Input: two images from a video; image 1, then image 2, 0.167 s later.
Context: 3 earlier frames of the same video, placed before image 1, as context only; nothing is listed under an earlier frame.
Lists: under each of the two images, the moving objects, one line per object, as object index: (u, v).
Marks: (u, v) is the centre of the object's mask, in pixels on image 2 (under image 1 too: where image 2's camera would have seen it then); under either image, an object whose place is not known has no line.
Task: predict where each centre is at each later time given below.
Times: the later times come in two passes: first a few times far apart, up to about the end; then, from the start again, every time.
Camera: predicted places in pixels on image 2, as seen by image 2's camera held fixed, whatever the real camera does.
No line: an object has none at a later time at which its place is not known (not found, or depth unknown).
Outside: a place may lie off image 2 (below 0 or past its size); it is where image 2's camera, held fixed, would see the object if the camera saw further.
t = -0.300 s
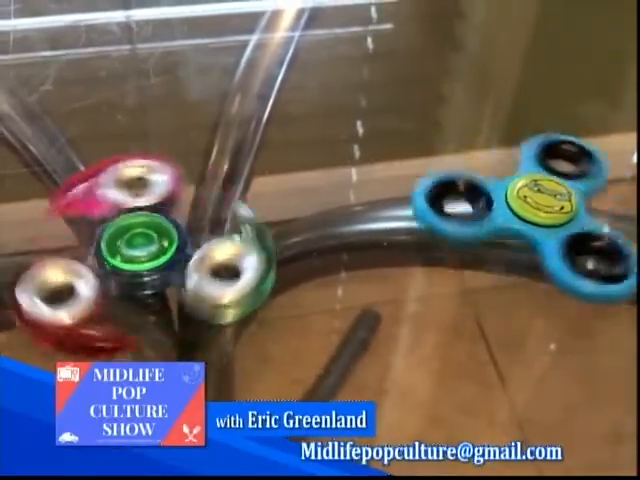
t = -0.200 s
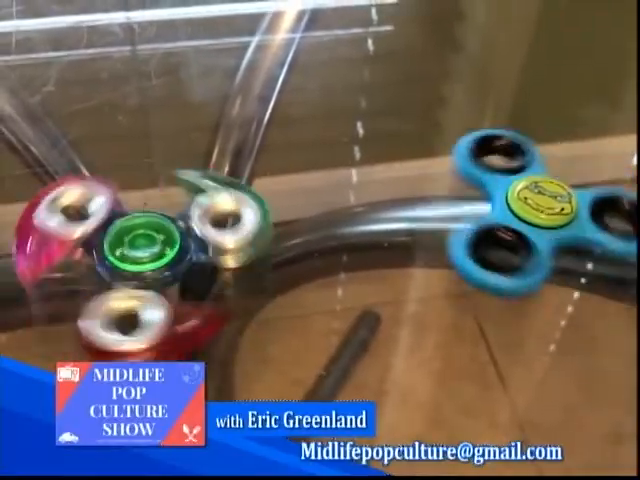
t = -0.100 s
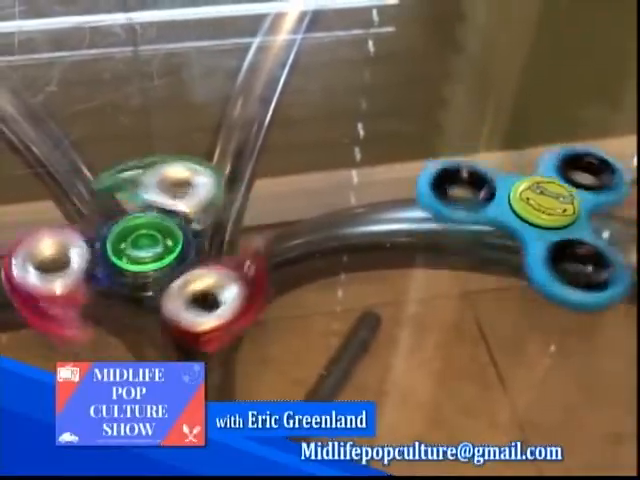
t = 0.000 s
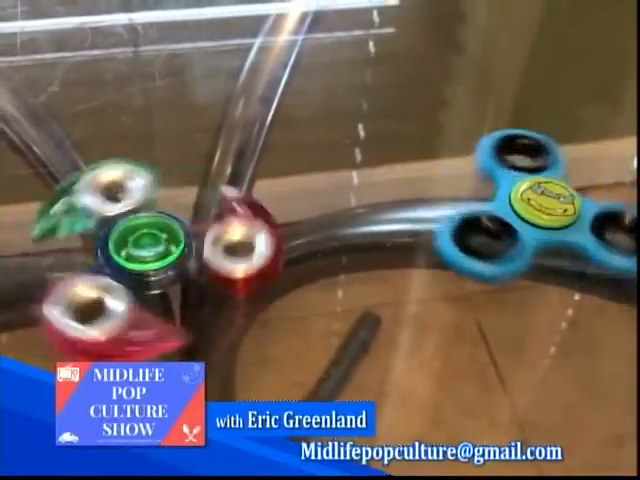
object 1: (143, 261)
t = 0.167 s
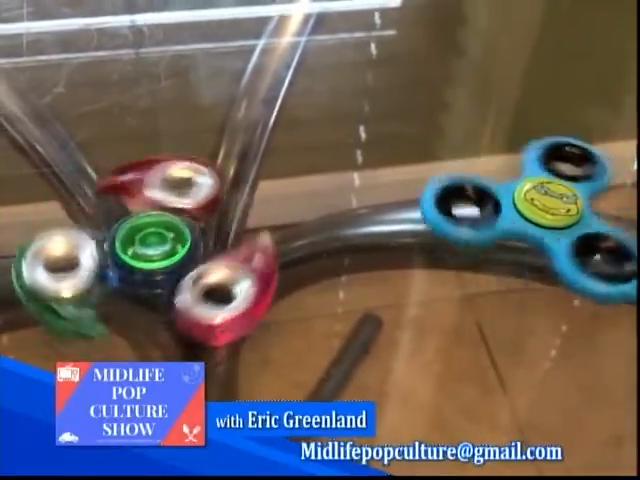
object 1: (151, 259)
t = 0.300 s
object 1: (154, 265)
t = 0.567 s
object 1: (169, 264)
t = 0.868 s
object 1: (166, 266)
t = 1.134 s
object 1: (163, 273)
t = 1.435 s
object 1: (156, 264)
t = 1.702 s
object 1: (148, 265)
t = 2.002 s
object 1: (153, 264)
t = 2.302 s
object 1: (147, 264)
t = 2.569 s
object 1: (151, 266)
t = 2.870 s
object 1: (158, 260)
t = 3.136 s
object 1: (165, 259)
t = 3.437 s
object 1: (173, 260)
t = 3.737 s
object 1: (176, 260)
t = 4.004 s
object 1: (176, 257)
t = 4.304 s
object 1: (178, 262)
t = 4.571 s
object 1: (178, 259)
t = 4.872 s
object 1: (174, 259)
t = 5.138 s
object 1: (179, 257)
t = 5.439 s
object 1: (186, 257)
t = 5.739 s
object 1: (188, 255)
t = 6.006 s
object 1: (186, 258)
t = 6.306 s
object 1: (184, 258)
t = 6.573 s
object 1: (184, 258)
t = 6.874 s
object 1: (183, 258)
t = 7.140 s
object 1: (185, 261)
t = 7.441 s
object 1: (185, 261)
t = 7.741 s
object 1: (180, 262)
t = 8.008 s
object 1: (177, 258)
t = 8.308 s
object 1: (178, 260)
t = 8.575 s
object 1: (177, 259)
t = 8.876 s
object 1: (179, 257)
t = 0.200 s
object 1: (149, 260)
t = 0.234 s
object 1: (148, 264)
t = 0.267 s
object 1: (151, 264)
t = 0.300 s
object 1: (154, 265)
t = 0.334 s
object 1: (157, 264)
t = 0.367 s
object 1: (157, 265)
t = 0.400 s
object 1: (160, 265)
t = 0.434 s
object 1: (162, 266)
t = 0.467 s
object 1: (163, 269)
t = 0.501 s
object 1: (167, 265)
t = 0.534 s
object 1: (168, 263)
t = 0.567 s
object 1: (169, 264)
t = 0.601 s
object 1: (168, 264)
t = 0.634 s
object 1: (166, 265)
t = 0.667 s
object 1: (166, 266)
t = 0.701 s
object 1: (164, 265)
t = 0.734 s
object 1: (161, 266)
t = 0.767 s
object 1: (165, 267)
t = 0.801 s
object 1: (163, 266)
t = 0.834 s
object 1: (160, 269)
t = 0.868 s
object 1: (166, 266)
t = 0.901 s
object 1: (165, 268)
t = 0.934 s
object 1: (164, 269)
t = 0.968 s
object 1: (163, 270)
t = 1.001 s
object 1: (162, 270)
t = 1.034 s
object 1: (162, 271)
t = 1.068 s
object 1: (162, 270)
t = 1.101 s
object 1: (163, 271)
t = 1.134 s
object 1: (163, 273)
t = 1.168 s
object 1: (159, 275)
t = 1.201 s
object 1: (157, 276)
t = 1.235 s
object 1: (158, 275)
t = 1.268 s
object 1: (160, 271)
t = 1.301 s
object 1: (160, 270)
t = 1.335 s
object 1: (159, 265)
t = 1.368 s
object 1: (160, 264)
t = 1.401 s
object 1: (158, 264)
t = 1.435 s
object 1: (156, 264)
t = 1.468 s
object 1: (153, 265)
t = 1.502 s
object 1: (151, 264)
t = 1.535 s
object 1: (147, 266)
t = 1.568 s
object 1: (149, 268)
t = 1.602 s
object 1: (148, 264)
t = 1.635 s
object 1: (149, 263)
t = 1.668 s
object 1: (148, 264)
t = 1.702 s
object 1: (148, 265)
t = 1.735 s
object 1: (148, 268)
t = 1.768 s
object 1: (148, 269)
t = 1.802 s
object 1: (146, 269)
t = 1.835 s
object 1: (148, 269)
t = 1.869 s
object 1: (150, 267)
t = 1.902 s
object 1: (153, 266)
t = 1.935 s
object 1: (152, 263)
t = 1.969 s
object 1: (153, 263)
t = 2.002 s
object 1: (153, 264)
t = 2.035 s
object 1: (150, 264)
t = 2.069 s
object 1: (150, 265)
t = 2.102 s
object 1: (151, 267)
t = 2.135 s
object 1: (153, 263)
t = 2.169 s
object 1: (153, 262)
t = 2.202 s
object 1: (152, 261)
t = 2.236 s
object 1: (150, 262)
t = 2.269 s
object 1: (150, 263)
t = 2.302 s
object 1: (147, 264)
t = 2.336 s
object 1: (147, 264)
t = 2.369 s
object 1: (144, 265)
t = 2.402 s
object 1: (148, 266)
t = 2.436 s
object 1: (150, 263)
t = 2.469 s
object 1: (151, 263)
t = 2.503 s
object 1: (151, 263)
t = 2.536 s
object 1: (152, 265)
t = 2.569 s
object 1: (151, 266)
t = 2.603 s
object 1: (151, 265)
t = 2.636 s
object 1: (150, 265)
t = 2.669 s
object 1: (151, 267)
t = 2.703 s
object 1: (154, 265)
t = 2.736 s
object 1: (156, 261)
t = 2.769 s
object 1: (156, 262)
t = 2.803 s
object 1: (159, 260)
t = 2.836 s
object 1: (159, 260)
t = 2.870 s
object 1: (158, 260)
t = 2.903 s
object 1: (158, 261)
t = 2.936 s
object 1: (159, 264)
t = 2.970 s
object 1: (162, 261)
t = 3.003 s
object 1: (164, 258)
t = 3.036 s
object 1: (165, 259)
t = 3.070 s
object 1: (168, 259)
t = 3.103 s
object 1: (165, 259)
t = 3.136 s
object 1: (165, 259)
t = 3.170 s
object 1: (164, 259)
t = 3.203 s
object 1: (164, 259)
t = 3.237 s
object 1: (165, 262)
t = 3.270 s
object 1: (168, 261)
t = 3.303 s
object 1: (171, 260)
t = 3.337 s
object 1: (175, 259)
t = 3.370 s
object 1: (174, 259)
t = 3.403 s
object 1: (173, 260)
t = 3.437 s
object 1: (173, 260)
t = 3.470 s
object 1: (173, 259)
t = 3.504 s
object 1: (172, 260)
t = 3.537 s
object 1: (174, 261)
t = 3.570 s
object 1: (176, 260)
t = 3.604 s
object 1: (178, 259)
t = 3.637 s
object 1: (180, 258)
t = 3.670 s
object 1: (179, 258)
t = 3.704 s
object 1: (177, 259)
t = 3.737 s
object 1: (176, 260)
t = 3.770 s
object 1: (175, 259)
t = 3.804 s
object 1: (175, 259)
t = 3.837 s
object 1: (178, 259)
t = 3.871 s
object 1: (179, 259)
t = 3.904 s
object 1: (178, 257)
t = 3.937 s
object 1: (180, 258)
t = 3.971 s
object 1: (178, 258)
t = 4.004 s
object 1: (176, 257)
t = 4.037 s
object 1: (175, 258)
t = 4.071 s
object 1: (175, 258)
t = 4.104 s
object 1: (175, 261)
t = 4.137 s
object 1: (178, 261)
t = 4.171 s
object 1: (178, 260)
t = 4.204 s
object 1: (182, 260)
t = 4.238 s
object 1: (181, 261)
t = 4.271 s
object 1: (180, 261)
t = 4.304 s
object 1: (178, 262)
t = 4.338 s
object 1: (179, 261)
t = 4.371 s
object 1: (177, 261)
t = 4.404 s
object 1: (177, 263)
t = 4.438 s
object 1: (178, 263)
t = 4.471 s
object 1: (179, 261)
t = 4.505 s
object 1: (179, 260)
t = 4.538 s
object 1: (179, 260)
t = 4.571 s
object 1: (178, 259)
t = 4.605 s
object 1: (178, 258)
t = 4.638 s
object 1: (177, 258)
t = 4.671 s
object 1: (176, 258)
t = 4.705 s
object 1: (177, 260)
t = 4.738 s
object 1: (178, 260)
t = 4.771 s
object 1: (178, 258)
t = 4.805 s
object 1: (176, 258)
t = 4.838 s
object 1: (175, 257)
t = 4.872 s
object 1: (174, 259)
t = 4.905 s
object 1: (172, 257)
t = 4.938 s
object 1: (172, 256)
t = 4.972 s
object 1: (170, 257)
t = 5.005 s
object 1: (171, 258)
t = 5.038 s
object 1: (172, 258)
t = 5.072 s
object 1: (176, 258)
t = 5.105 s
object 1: (179, 257)
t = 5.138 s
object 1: (179, 257)
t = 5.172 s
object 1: (181, 257)
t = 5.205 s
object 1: (180, 256)
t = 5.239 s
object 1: (180, 256)
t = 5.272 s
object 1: (179, 257)
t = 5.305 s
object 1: (179, 258)
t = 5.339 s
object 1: (180, 259)
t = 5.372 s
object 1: (182, 258)
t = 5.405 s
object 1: (186, 257)
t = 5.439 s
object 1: (186, 257)
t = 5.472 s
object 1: (184, 256)
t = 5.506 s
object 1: (184, 255)
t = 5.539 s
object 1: (182, 256)
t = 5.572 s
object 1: (182, 255)
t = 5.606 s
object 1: (182, 257)
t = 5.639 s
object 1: (183, 255)
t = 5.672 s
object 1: (185, 255)
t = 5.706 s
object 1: (185, 254)
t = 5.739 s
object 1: (188, 255)
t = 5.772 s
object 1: (184, 254)
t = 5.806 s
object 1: (182, 254)
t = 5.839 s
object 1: (182, 254)
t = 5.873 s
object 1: (182, 255)
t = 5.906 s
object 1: (181, 256)
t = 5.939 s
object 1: (181, 257)
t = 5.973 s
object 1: (184, 258)
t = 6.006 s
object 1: (186, 258)
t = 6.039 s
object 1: (187, 257)
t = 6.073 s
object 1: (187, 257)
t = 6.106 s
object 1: (186, 256)
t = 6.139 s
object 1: (186, 256)
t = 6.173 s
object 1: (185, 257)
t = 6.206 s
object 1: (183, 257)
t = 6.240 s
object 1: (183, 258)
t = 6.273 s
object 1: (184, 258)
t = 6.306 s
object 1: (184, 258)
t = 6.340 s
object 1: (187, 257)
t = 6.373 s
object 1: (188, 256)
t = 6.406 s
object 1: (185, 255)
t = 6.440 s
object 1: (184, 253)
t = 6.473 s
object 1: (183, 255)
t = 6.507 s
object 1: (183, 256)
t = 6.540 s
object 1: (182, 259)
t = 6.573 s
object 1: (184, 258)
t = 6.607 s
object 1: (186, 257)
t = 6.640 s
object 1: (186, 254)
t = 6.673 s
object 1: (187, 255)
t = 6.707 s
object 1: (187, 255)
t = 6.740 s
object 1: (183, 254)
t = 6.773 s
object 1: (184, 254)
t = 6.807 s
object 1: (184, 254)
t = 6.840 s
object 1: (183, 255)
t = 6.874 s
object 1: (183, 258)
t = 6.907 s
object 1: (185, 260)
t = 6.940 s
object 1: (186, 260)
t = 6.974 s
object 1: (187, 260)
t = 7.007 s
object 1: (188, 260)
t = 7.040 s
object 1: (188, 261)
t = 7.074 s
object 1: (187, 260)
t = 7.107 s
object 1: (186, 260)
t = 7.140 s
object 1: (185, 261)
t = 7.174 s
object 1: (185, 261)
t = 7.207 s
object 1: (184, 263)
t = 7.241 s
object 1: (186, 264)
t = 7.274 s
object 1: (186, 263)
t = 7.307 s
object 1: (188, 262)
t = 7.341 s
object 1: (188, 262)
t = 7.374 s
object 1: (187, 261)
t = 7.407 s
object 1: (186, 261)
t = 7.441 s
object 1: (185, 261)
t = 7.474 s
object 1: (184, 260)
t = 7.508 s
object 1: (182, 260)
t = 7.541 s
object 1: (183, 259)
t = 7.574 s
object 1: (184, 260)
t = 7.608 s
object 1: (185, 259)
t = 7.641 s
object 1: (185, 260)
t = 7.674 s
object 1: (186, 260)
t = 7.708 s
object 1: (183, 261)
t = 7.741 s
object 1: (180, 262)
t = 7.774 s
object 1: (179, 262)
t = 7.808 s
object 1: (178, 261)
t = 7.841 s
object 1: (176, 261)
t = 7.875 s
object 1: (177, 263)
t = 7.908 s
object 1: (176, 261)
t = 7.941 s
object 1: (177, 259)
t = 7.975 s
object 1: (177, 258)
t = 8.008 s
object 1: (177, 258)
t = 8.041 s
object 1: (177, 258)
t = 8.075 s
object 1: (177, 259)
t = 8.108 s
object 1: (176, 258)
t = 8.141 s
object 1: (176, 259)
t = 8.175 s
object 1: (174, 260)
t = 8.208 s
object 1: (174, 262)
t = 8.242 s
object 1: (175, 263)
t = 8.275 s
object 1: (176, 262)
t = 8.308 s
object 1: (178, 260)
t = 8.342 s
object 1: (181, 259)
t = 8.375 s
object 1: (178, 258)
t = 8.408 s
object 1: (175, 257)
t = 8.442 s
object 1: (177, 257)
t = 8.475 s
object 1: (176, 258)
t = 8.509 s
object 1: (174, 257)
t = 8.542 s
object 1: (175, 257)
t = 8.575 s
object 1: (177, 259)
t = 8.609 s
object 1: (178, 258)
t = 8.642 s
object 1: (179, 258)
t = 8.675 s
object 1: (180, 257)
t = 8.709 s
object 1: (183, 257)
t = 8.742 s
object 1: (178, 257)
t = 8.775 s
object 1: (177, 257)
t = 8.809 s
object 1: (178, 256)
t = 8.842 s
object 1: (177, 257)
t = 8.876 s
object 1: (179, 257)
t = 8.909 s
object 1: (179, 258)
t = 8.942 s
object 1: (181, 257)
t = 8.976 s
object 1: (182, 257)
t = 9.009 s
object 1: (184, 256)
